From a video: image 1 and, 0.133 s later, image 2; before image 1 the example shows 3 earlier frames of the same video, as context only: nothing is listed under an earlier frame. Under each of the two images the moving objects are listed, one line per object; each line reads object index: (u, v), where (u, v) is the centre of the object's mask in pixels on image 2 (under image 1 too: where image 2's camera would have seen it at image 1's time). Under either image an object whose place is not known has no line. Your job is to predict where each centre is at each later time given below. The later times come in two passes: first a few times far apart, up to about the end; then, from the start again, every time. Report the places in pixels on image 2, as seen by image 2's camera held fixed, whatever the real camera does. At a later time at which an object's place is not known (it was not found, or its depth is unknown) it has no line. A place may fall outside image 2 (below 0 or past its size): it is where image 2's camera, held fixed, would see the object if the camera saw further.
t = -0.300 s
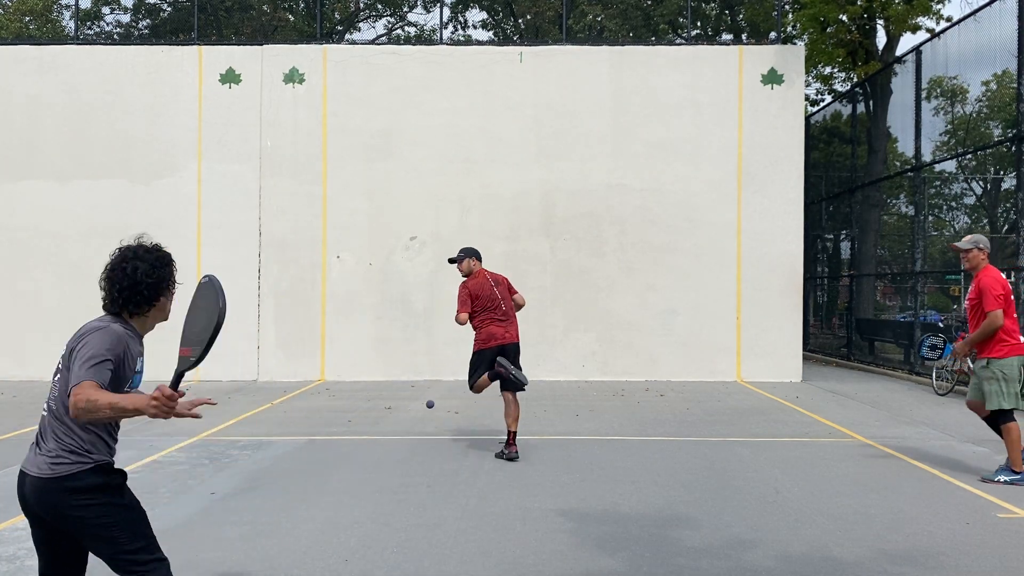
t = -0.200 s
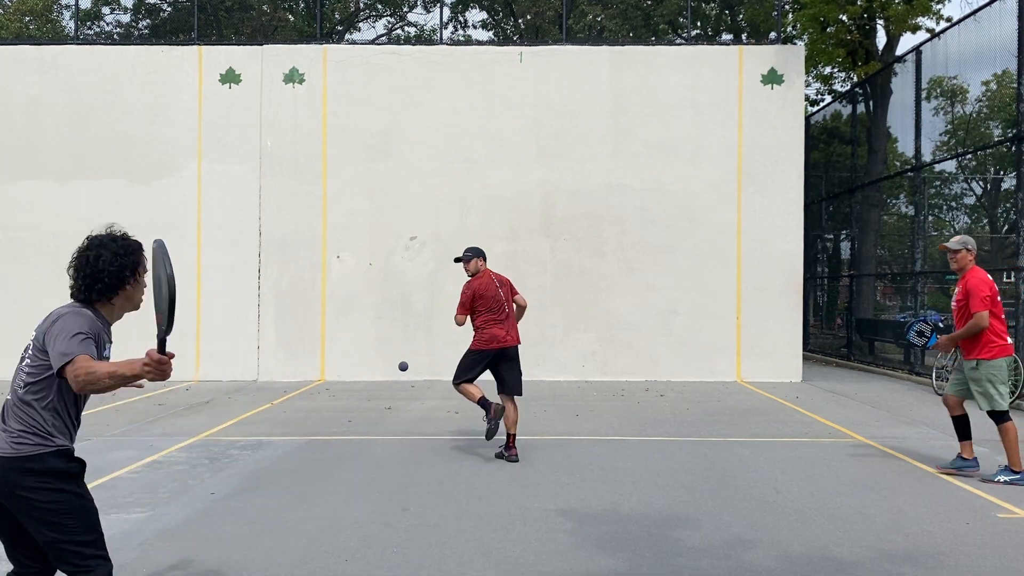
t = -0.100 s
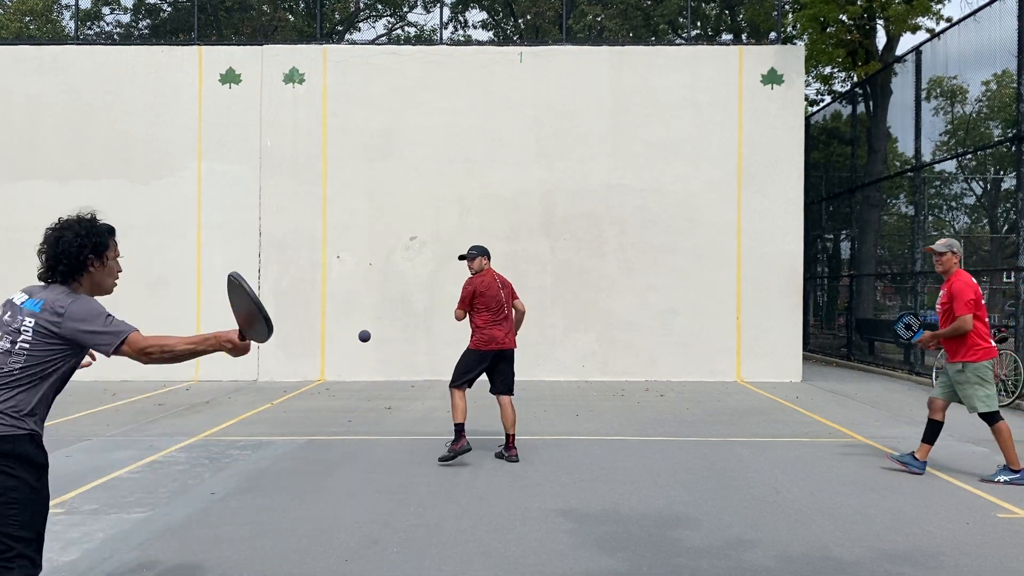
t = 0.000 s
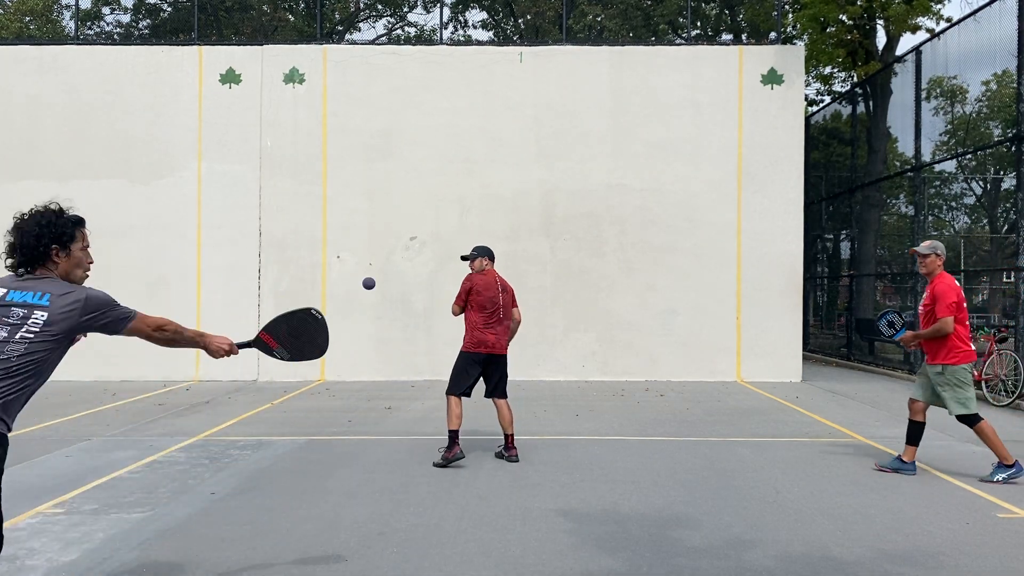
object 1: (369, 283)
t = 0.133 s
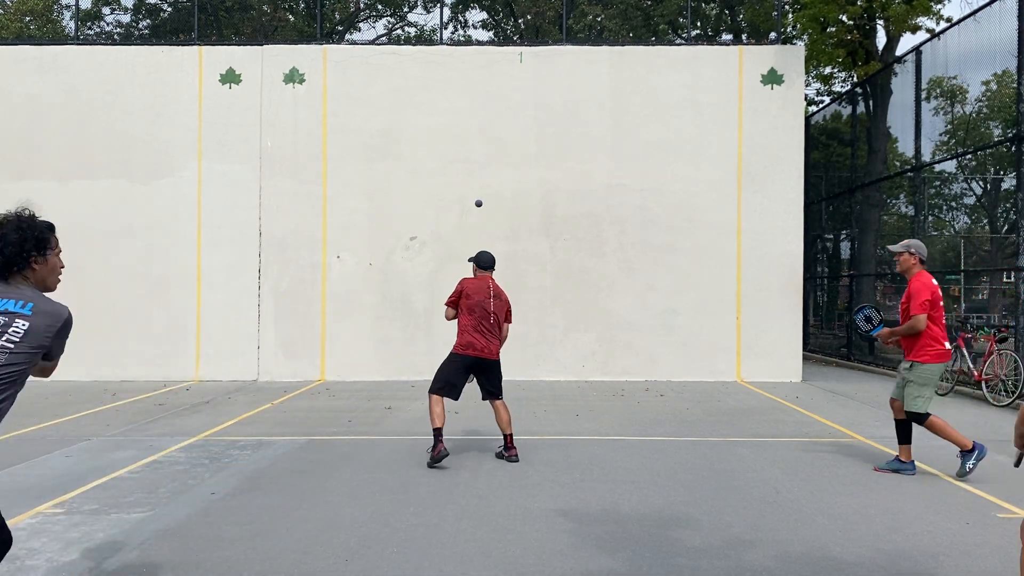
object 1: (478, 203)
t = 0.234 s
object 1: (518, 186)
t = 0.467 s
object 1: (567, 189)
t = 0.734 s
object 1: (604, 197)
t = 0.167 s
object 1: (494, 195)
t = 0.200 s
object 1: (507, 190)
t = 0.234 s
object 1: (518, 186)
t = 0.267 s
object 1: (528, 184)
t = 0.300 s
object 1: (536, 183)
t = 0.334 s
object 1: (544, 183)
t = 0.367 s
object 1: (551, 184)
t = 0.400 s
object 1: (557, 185)
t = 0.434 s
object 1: (562, 187)
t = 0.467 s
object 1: (567, 189)
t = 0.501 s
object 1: (572, 192)
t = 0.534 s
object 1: (576, 195)
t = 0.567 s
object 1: (580, 195)
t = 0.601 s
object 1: (584, 194)
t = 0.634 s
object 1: (589, 193)
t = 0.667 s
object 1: (593, 194)
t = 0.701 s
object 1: (598, 195)
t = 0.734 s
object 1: (604, 197)
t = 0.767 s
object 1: (609, 200)
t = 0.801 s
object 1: (615, 204)
